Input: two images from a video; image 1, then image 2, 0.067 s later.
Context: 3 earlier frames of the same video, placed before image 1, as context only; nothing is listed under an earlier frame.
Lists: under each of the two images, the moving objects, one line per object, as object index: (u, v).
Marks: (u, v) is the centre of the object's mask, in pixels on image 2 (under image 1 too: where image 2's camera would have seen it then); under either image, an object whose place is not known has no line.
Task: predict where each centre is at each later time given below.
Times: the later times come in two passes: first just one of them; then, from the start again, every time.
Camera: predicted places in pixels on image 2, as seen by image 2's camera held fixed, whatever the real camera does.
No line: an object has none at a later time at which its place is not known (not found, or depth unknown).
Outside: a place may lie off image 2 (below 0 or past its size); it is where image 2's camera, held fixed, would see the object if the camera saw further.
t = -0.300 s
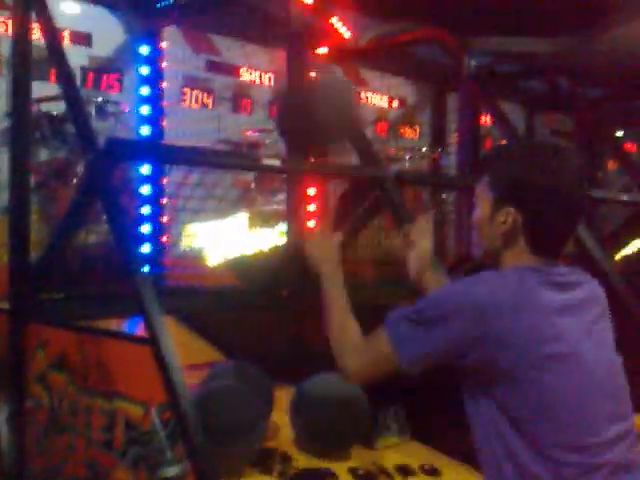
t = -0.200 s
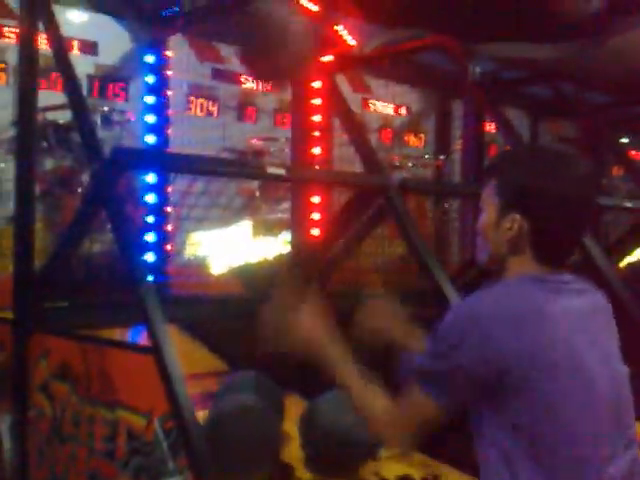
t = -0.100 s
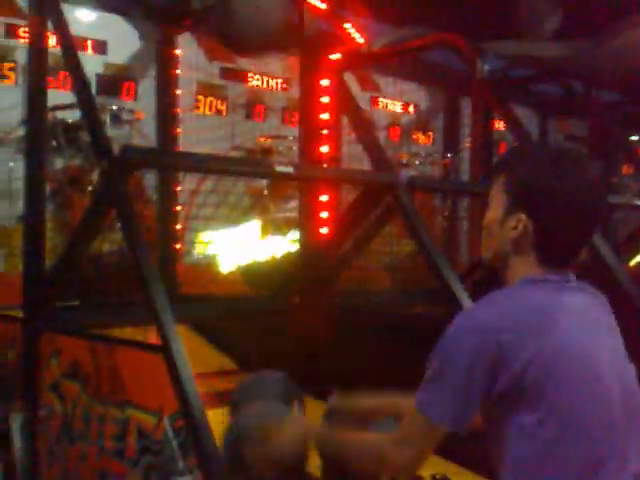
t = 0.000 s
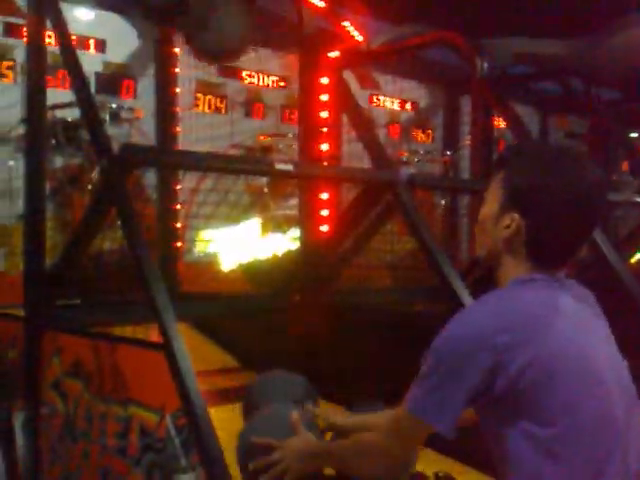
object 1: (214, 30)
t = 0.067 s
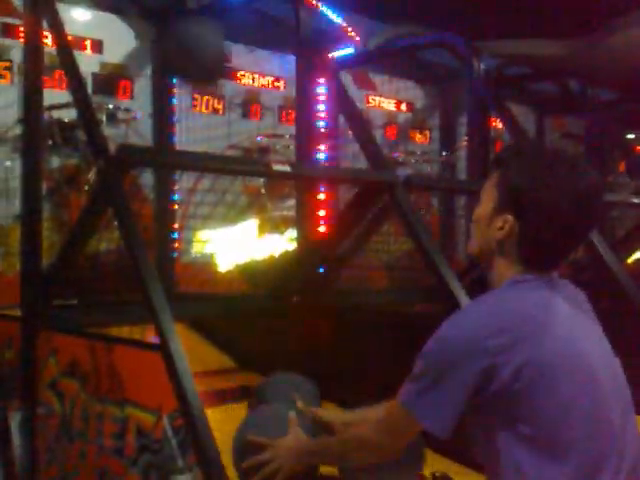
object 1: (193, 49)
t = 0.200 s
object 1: (163, 127)
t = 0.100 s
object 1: (189, 70)
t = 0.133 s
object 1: (176, 90)
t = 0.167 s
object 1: (170, 110)
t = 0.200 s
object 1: (163, 127)
